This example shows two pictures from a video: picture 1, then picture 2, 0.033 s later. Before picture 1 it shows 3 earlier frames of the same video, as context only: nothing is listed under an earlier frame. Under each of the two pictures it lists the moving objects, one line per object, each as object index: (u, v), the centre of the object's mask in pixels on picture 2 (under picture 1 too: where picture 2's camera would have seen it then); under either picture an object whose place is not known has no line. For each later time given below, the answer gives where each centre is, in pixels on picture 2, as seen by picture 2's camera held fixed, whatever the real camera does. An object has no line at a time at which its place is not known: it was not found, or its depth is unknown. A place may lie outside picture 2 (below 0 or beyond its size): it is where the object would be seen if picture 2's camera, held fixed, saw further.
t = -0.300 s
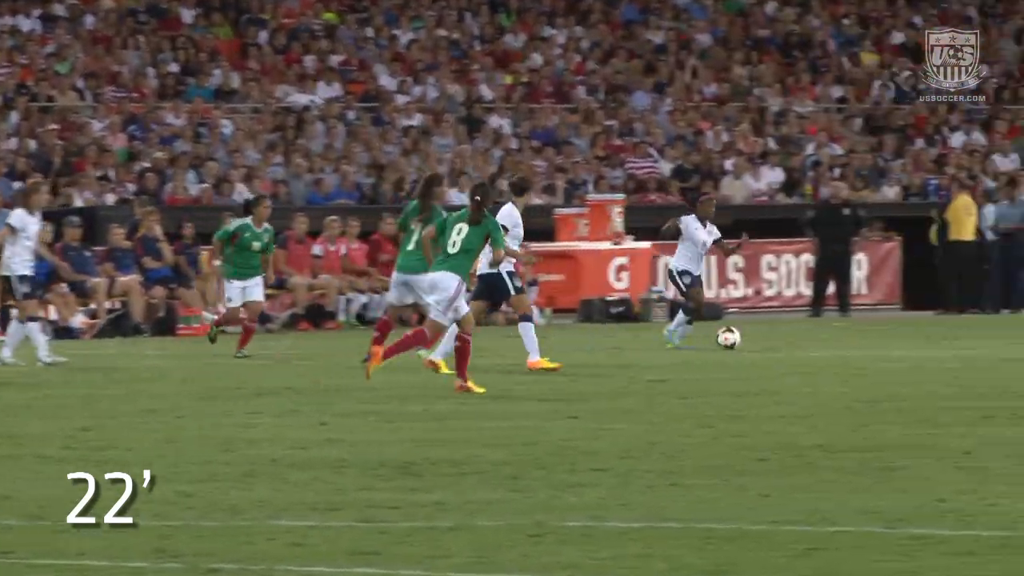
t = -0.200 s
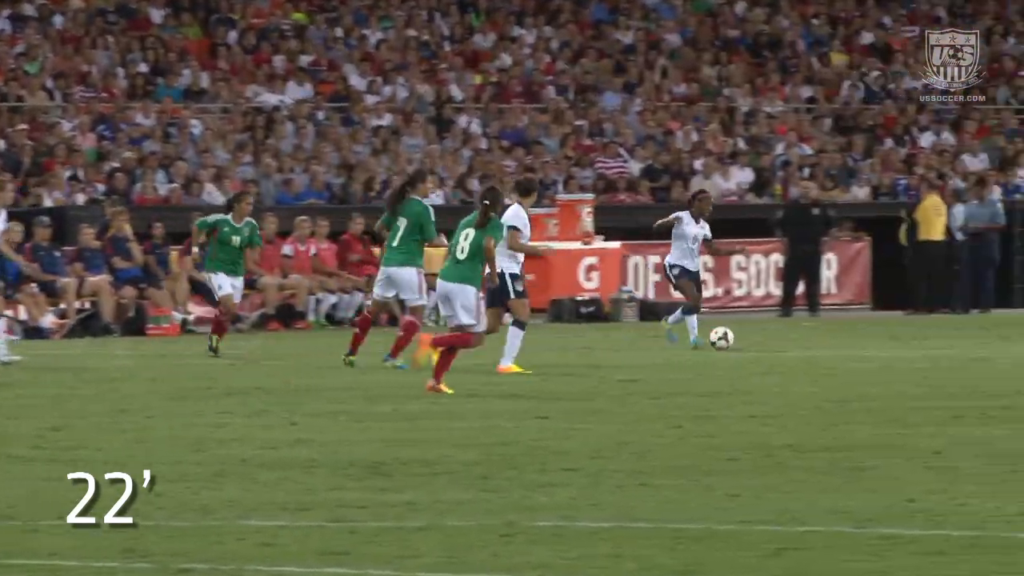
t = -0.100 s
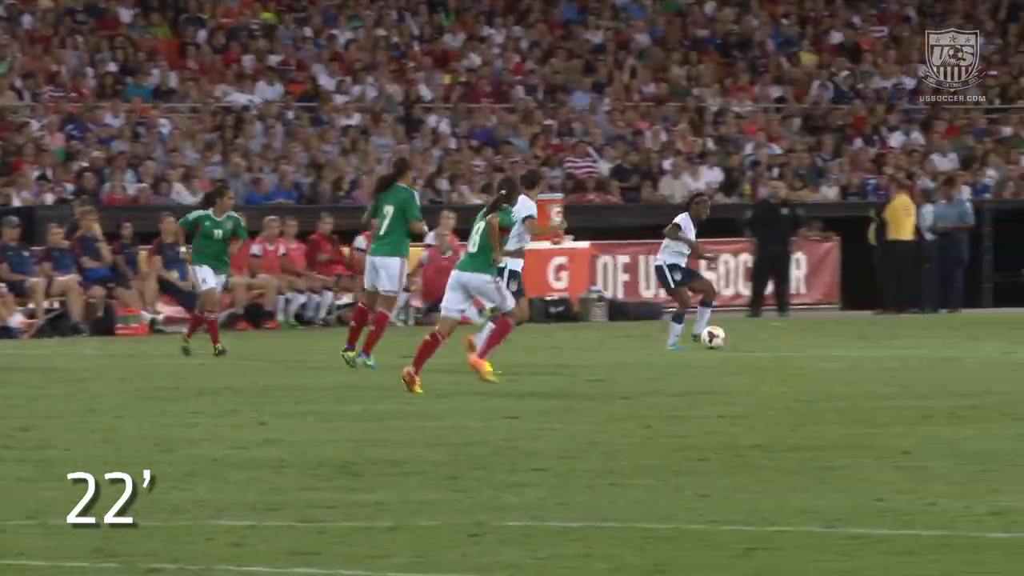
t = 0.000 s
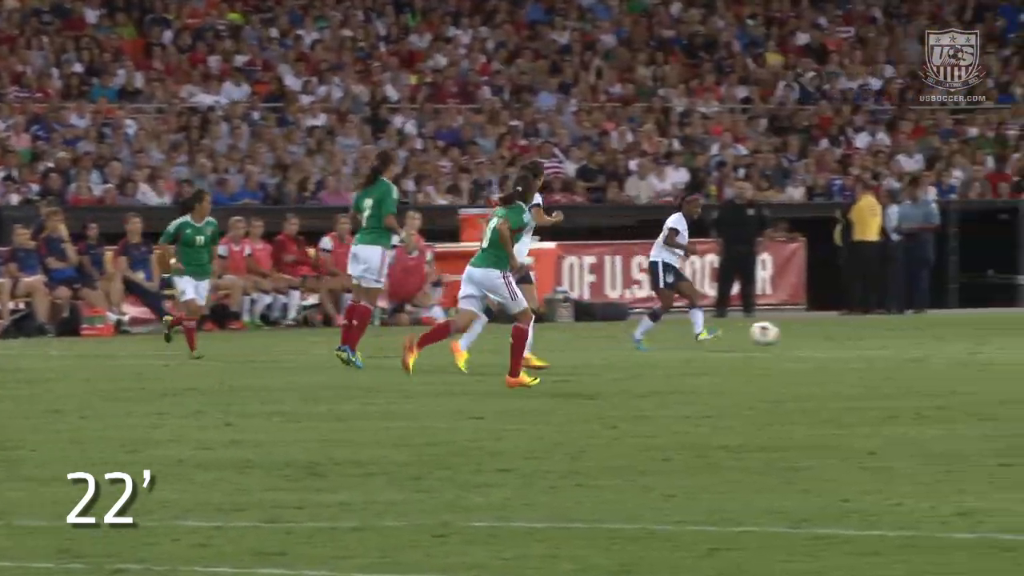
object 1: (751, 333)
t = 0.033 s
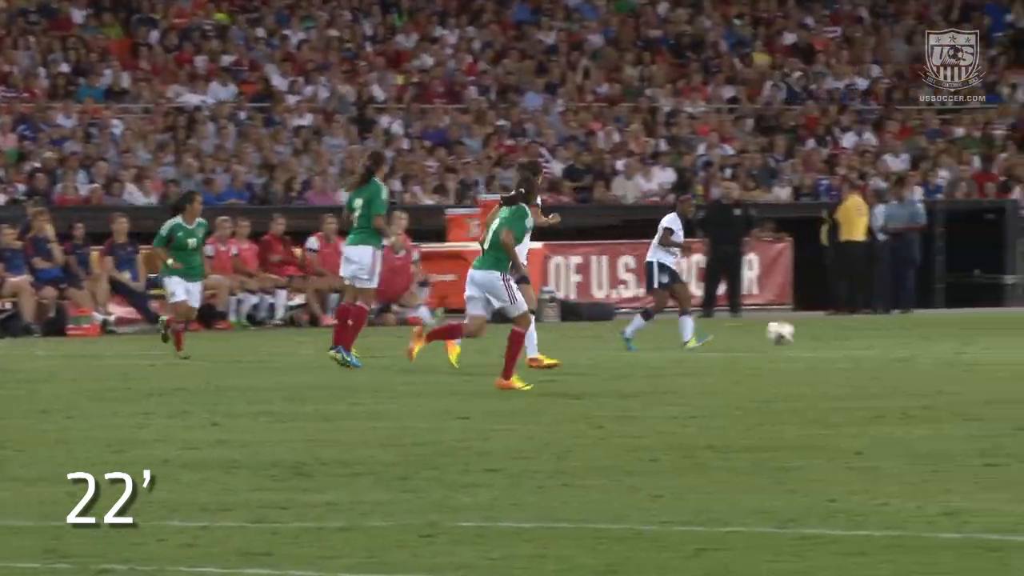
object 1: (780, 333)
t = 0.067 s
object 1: (809, 334)
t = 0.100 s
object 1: (839, 336)
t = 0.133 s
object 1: (870, 339)
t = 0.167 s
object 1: (899, 341)
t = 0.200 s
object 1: (925, 337)
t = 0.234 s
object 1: (950, 333)
